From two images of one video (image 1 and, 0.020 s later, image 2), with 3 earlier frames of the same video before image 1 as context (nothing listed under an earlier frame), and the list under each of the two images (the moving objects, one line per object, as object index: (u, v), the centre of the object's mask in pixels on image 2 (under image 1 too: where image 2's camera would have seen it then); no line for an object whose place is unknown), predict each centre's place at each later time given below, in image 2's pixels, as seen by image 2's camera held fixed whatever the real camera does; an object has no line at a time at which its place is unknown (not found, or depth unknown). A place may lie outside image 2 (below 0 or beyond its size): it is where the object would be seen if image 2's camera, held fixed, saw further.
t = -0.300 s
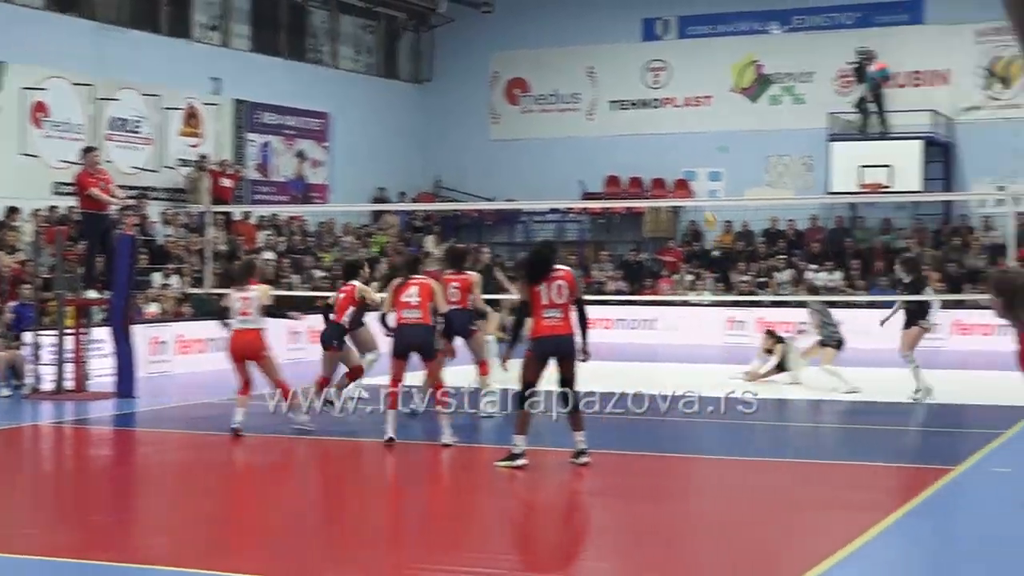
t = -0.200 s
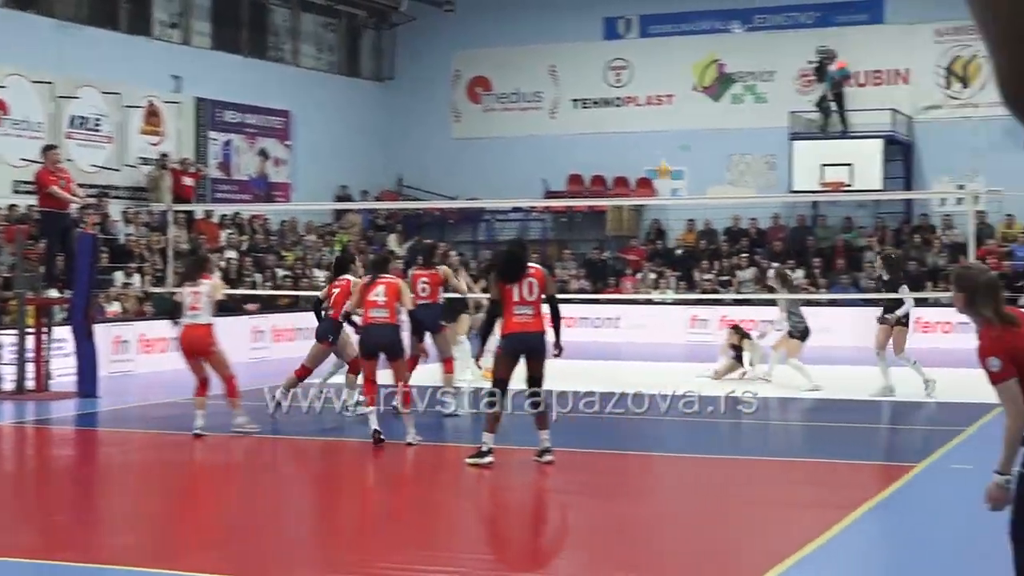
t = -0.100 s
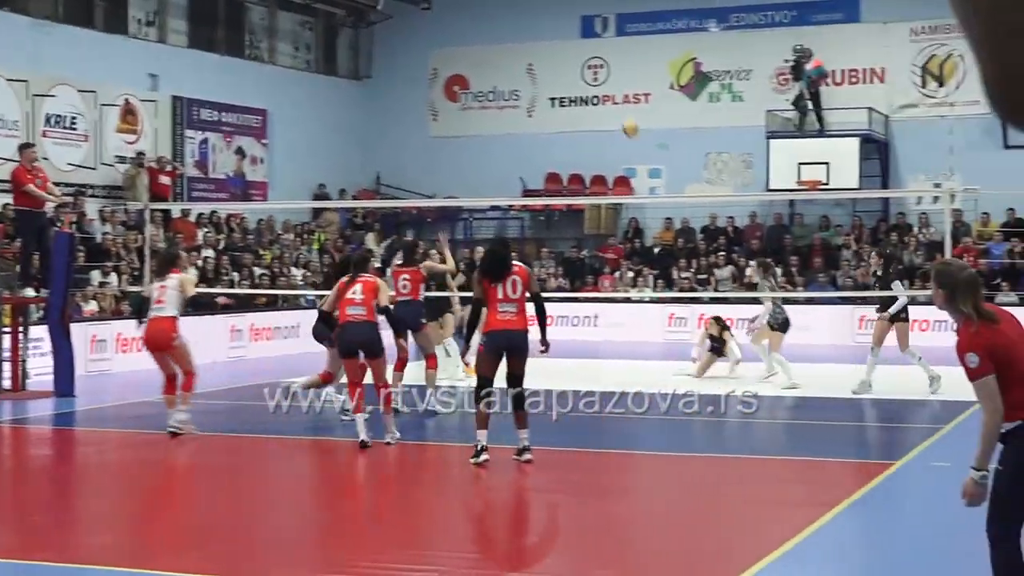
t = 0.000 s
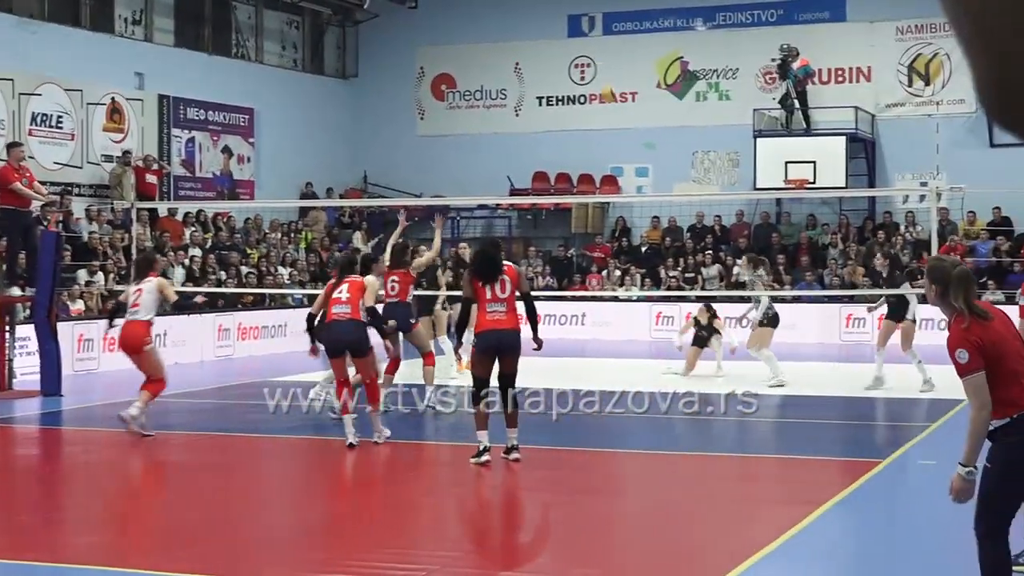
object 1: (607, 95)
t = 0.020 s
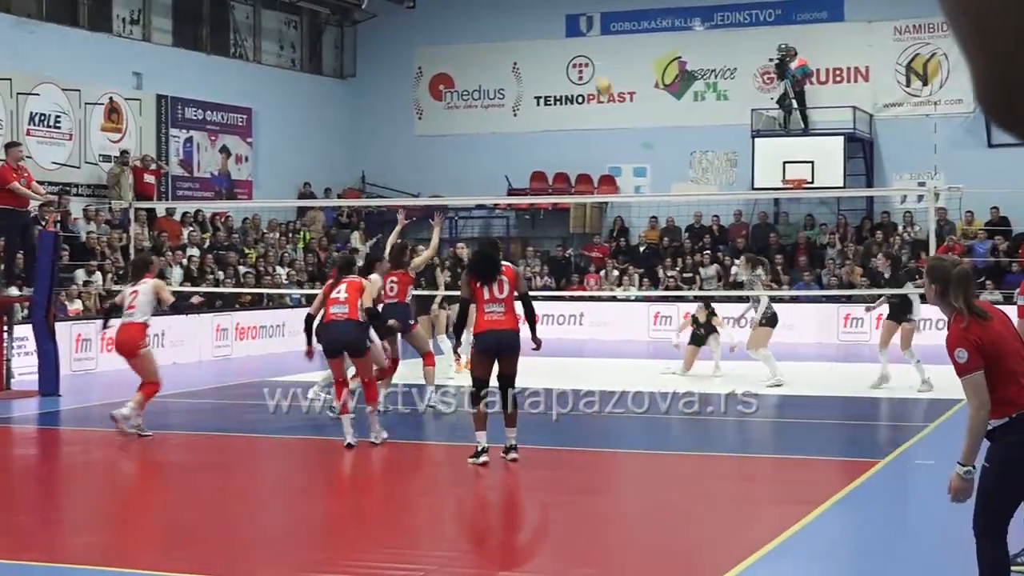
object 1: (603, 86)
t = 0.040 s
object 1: (601, 82)
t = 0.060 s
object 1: (598, 77)
